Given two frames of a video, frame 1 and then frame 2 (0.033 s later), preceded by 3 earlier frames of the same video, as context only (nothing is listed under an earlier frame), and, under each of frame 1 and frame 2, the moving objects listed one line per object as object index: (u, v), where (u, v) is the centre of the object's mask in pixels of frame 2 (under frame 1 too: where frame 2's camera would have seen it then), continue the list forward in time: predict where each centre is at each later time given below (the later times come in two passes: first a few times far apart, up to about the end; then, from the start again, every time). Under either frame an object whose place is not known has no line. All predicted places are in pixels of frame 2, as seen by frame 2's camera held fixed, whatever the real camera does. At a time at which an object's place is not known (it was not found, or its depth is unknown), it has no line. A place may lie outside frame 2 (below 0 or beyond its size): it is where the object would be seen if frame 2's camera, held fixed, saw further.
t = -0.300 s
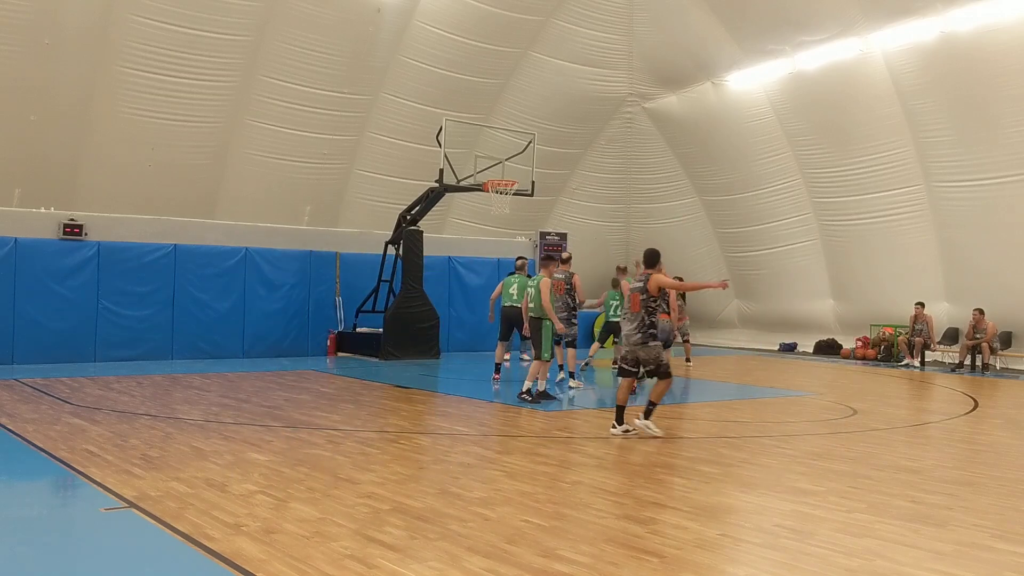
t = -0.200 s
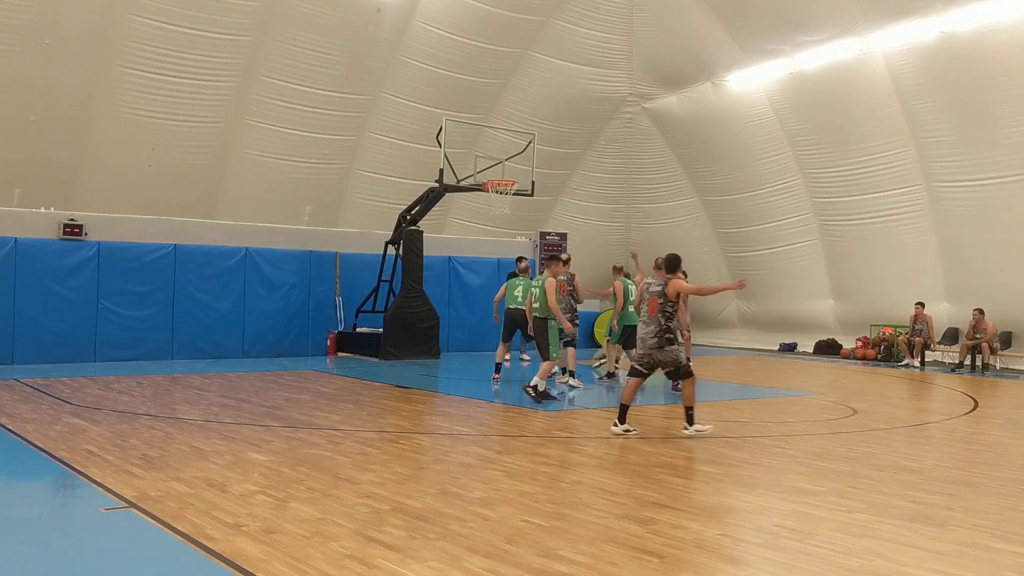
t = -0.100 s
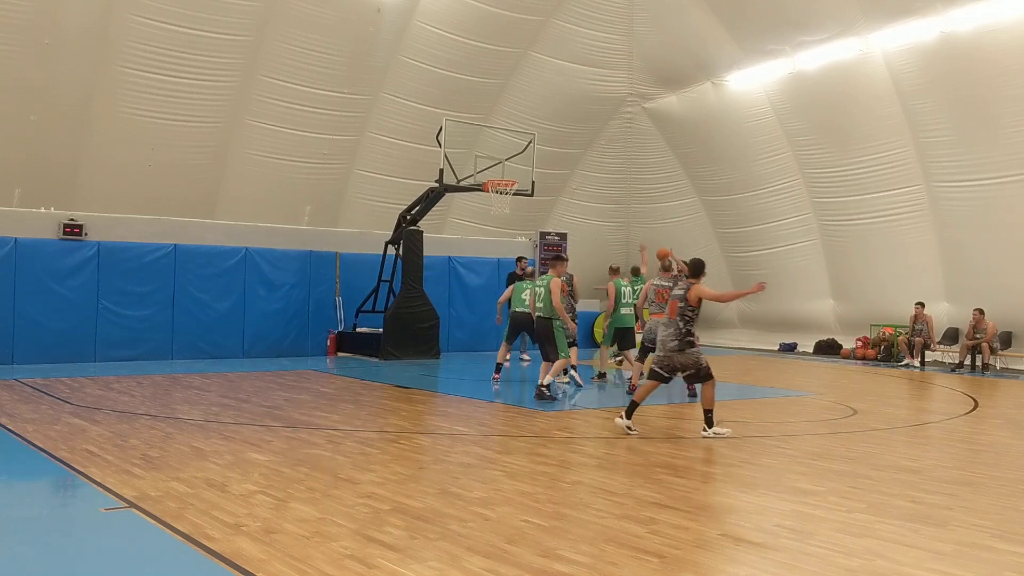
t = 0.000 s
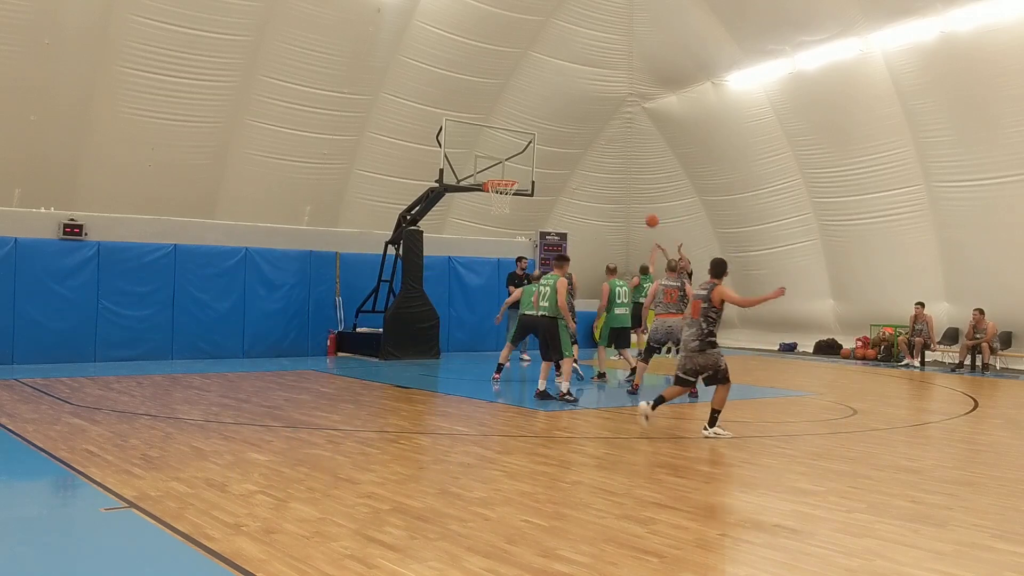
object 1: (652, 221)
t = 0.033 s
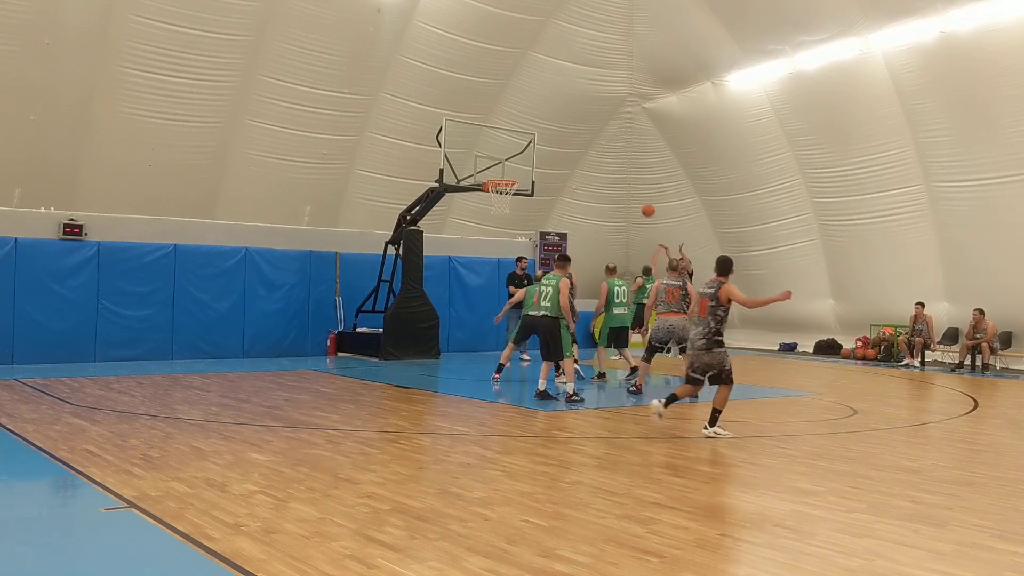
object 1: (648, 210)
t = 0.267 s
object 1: (620, 152)
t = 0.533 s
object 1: (584, 120)
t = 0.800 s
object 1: (545, 128)
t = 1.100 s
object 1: (498, 193)
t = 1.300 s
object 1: (482, 225)
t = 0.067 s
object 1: (644, 200)
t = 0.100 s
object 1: (640, 191)
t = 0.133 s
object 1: (636, 182)
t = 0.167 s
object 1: (632, 173)
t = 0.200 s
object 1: (628, 166)
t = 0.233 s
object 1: (624, 158)
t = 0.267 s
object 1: (620, 152)
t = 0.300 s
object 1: (615, 146)
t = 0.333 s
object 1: (611, 140)
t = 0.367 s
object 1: (607, 135)
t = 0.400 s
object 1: (602, 131)
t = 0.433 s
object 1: (597, 127)
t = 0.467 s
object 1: (593, 124)
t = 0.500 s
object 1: (588, 121)
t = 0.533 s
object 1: (584, 120)
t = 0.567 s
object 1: (579, 119)
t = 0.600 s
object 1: (575, 118)
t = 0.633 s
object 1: (570, 118)
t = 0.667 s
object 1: (565, 119)
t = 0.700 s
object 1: (560, 120)
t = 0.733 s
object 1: (555, 122)
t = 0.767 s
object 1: (550, 125)
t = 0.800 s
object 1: (545, 128)
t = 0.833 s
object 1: (540, 132)
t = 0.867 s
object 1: (535, 137)
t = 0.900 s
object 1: (530, 143)
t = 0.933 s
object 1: (525, 149)
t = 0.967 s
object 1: (519, 156)
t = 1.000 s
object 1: (514, 163)
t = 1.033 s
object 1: (509, 172)
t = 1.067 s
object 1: (504, 177)
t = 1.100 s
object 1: (498, 193)
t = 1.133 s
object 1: (493, 200)
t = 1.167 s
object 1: (491, 204)
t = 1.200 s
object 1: (489, 208)
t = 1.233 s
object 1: (486, 213)
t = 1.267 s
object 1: (484, 219)
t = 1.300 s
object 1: (482, 225)
